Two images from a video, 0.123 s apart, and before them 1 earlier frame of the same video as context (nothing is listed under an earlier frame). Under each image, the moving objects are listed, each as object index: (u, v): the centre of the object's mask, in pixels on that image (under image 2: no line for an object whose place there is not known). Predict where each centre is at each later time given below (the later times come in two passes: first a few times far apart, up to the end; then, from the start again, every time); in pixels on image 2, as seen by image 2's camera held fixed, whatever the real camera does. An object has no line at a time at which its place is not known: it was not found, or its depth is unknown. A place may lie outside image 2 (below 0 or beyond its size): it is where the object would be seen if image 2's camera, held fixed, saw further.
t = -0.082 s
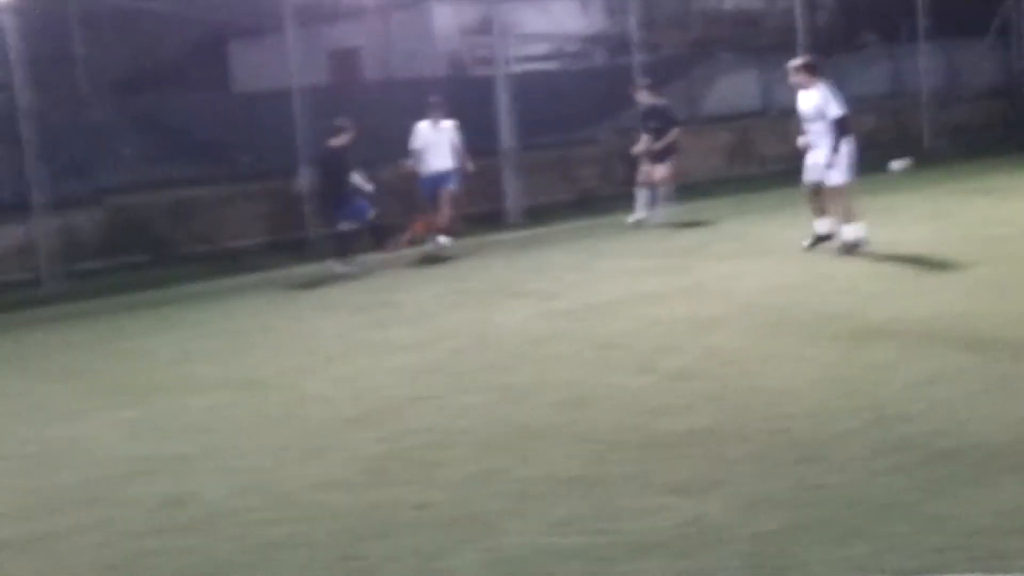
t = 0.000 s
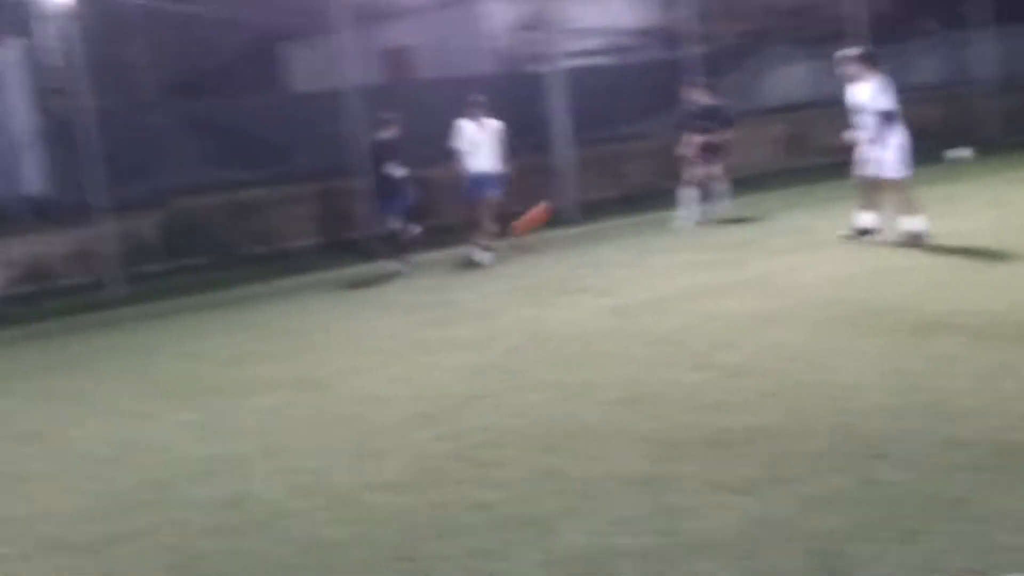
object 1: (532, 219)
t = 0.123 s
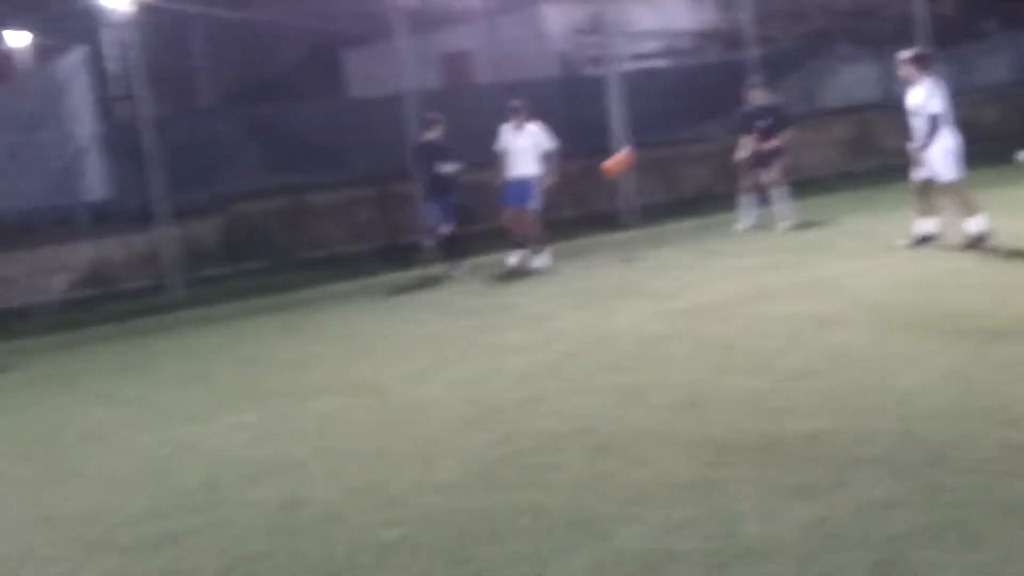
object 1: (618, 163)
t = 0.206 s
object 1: (638, 135)
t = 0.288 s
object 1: (659, 111)
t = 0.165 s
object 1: (629, 149)
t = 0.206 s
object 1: (638, 135)
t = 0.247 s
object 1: (649, 122)
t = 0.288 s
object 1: (659, 111)
